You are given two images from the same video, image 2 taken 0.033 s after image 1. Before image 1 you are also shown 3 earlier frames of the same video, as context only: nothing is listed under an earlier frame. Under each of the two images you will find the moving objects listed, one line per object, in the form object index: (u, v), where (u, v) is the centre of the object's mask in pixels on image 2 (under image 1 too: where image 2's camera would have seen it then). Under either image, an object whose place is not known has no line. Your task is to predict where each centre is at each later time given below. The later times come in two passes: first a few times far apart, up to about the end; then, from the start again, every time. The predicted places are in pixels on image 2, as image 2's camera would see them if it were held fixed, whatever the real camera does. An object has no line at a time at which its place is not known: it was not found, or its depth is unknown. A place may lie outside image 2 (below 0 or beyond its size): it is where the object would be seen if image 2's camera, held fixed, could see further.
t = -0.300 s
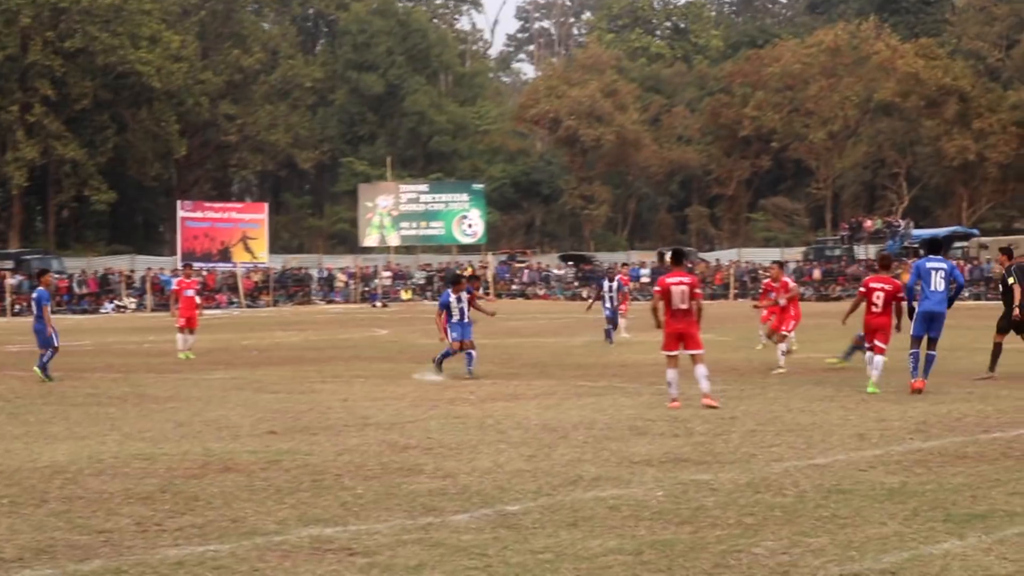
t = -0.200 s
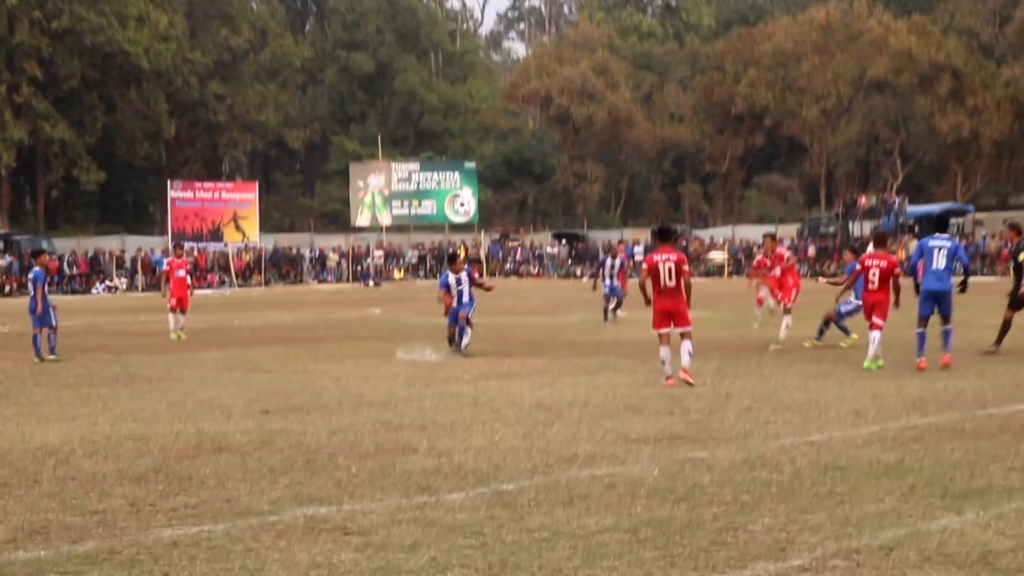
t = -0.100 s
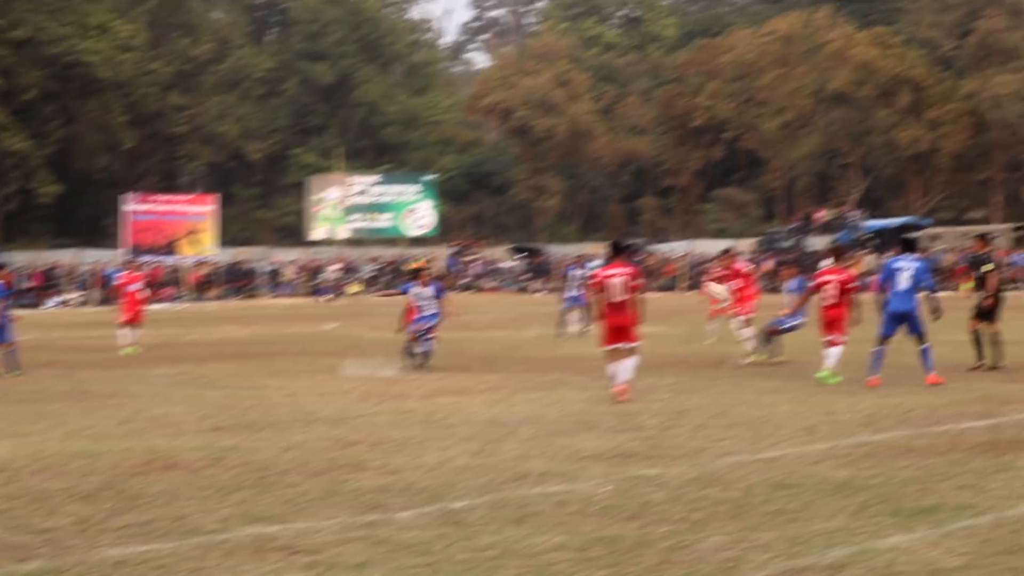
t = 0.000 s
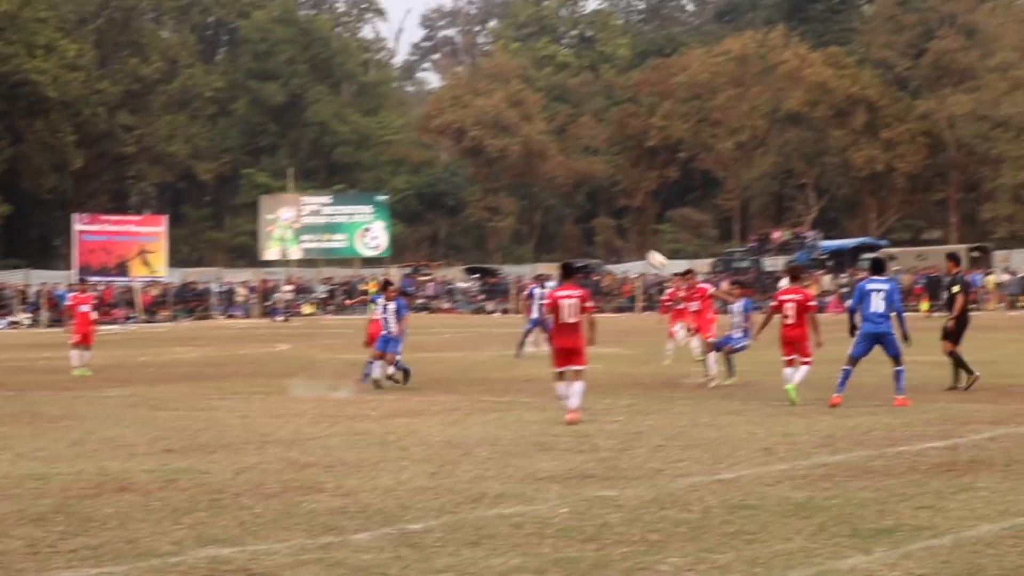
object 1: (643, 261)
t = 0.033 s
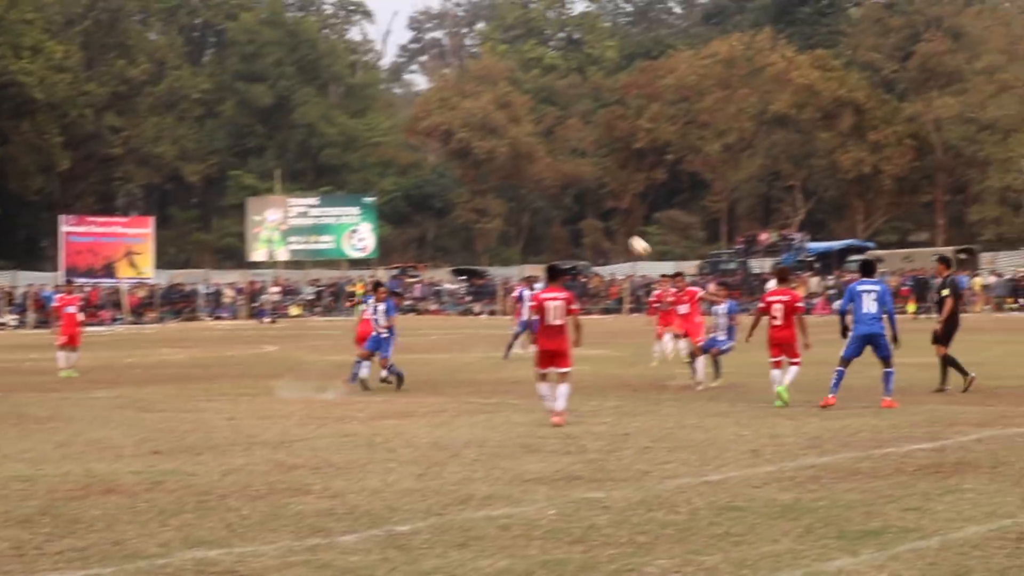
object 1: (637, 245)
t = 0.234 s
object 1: (611, 166)
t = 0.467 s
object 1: (573, 119)
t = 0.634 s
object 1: (550, 104)
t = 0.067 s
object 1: (633, 232)
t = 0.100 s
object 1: (629, 219)
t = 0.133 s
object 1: (625, 202)
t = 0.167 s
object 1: (621, 188)
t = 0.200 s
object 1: (617, 179)
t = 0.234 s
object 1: (611, 166)
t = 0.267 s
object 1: (608, 157)
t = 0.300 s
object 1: (606, 148)
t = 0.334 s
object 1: (596, 137)
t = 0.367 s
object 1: (589, 129)
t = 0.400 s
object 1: (583, 124)
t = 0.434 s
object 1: (578, 120)
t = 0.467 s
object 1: (573, 119)
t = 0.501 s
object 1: (569, 112)
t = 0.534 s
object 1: (564, 106)
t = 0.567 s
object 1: (561, 105)
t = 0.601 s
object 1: (556, 104)
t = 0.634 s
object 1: (550, 104)
